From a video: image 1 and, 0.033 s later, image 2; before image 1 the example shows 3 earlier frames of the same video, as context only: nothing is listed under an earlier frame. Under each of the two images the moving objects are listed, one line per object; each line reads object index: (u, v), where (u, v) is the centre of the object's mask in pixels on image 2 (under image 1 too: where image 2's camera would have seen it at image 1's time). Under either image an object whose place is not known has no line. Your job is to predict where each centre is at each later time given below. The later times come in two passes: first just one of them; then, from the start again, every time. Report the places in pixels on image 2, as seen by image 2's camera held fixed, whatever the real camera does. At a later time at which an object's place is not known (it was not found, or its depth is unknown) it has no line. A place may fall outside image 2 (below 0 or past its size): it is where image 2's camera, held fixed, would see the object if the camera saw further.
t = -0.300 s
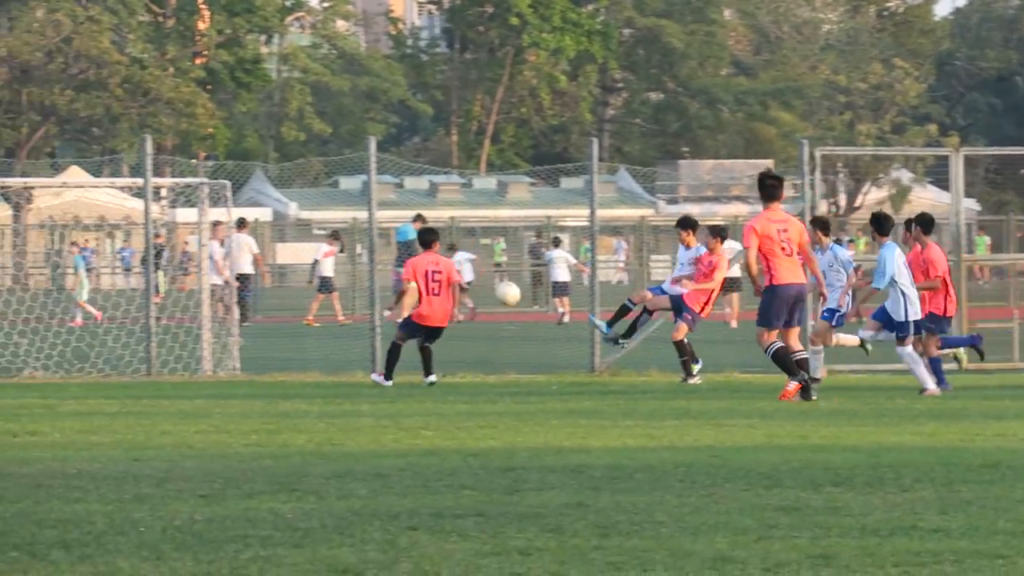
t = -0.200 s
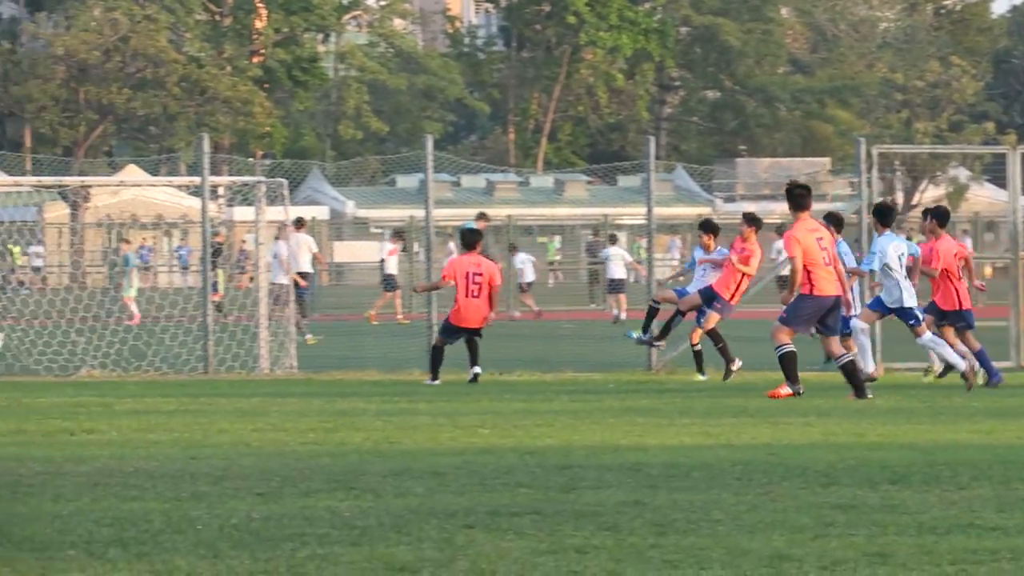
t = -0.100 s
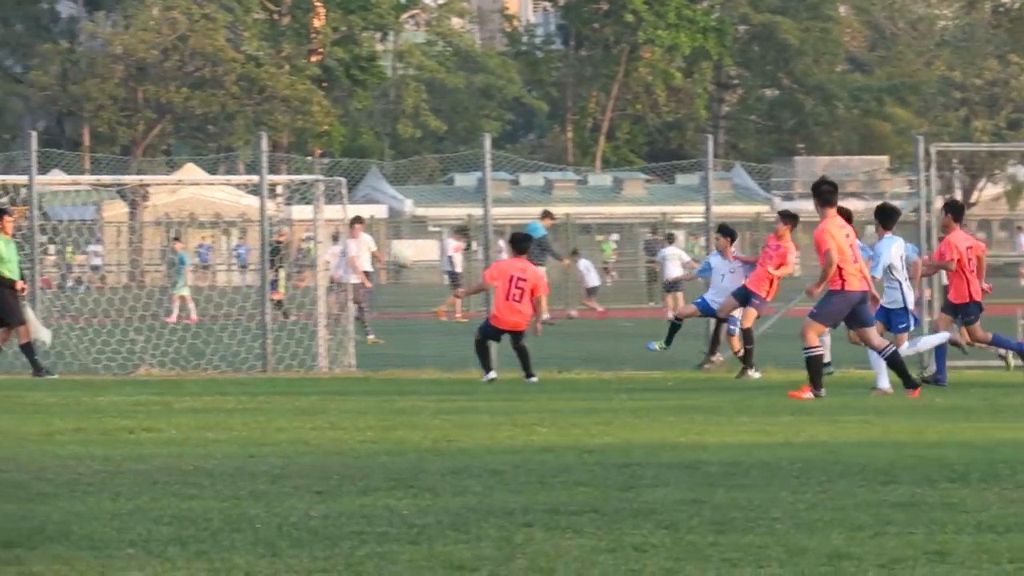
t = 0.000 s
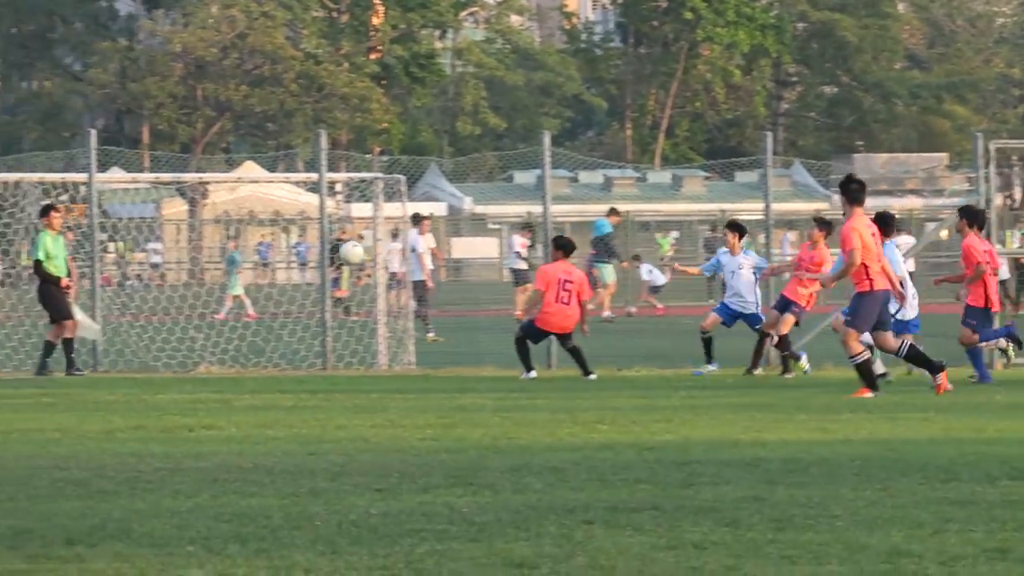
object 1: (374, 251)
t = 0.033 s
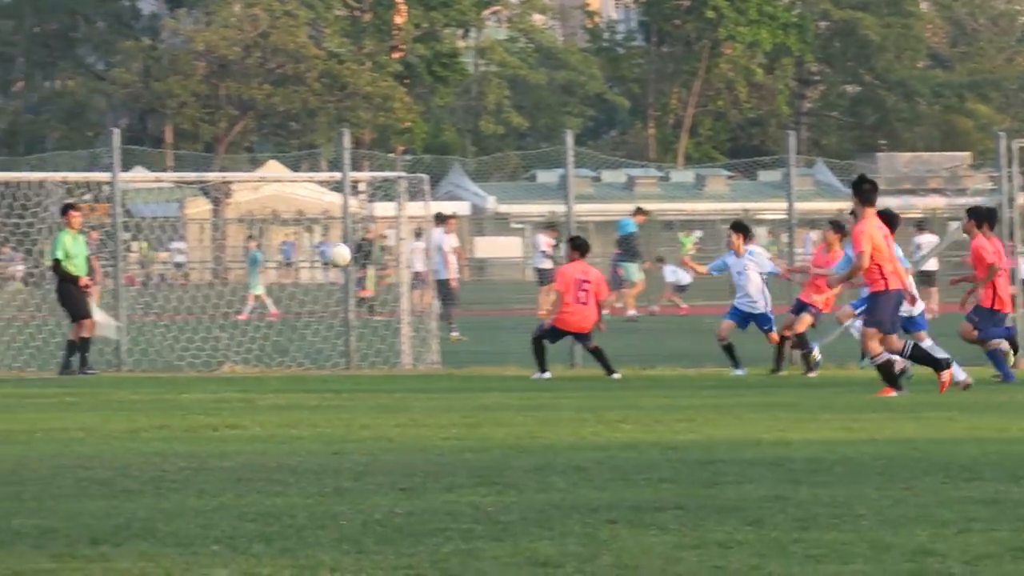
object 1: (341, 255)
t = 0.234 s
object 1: (118, 300)
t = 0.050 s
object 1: (321, 257)
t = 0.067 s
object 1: (303, 259)
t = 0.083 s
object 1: (285, 261)
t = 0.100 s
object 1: (268, 263)
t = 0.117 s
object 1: (250, 268)
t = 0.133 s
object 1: (232, 271)
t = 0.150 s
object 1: (214, 276)
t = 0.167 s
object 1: (195, 279)
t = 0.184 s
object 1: (176, 285)
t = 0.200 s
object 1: (156, 290)
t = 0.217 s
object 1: (138, 295)
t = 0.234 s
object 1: (118, 300)
